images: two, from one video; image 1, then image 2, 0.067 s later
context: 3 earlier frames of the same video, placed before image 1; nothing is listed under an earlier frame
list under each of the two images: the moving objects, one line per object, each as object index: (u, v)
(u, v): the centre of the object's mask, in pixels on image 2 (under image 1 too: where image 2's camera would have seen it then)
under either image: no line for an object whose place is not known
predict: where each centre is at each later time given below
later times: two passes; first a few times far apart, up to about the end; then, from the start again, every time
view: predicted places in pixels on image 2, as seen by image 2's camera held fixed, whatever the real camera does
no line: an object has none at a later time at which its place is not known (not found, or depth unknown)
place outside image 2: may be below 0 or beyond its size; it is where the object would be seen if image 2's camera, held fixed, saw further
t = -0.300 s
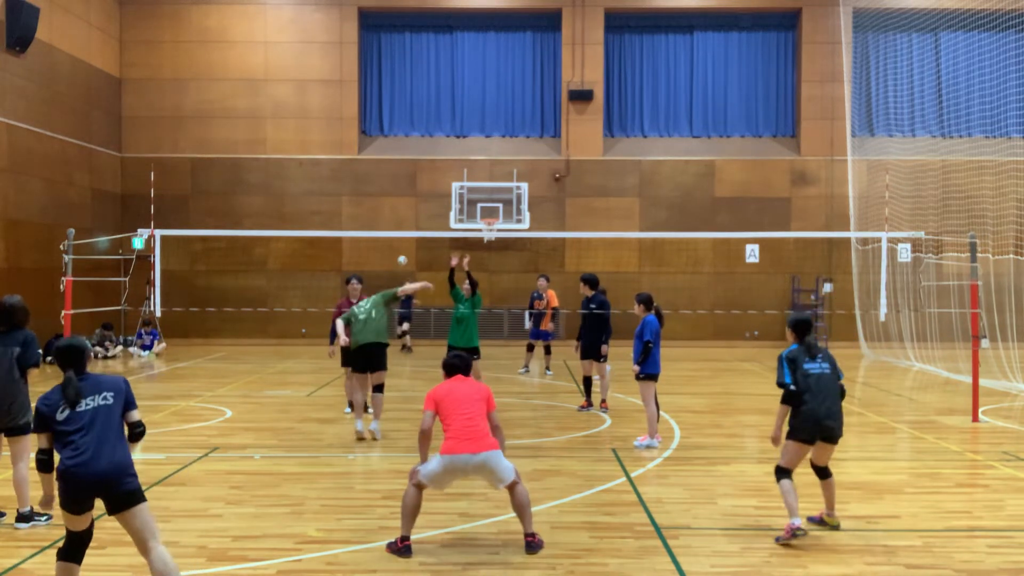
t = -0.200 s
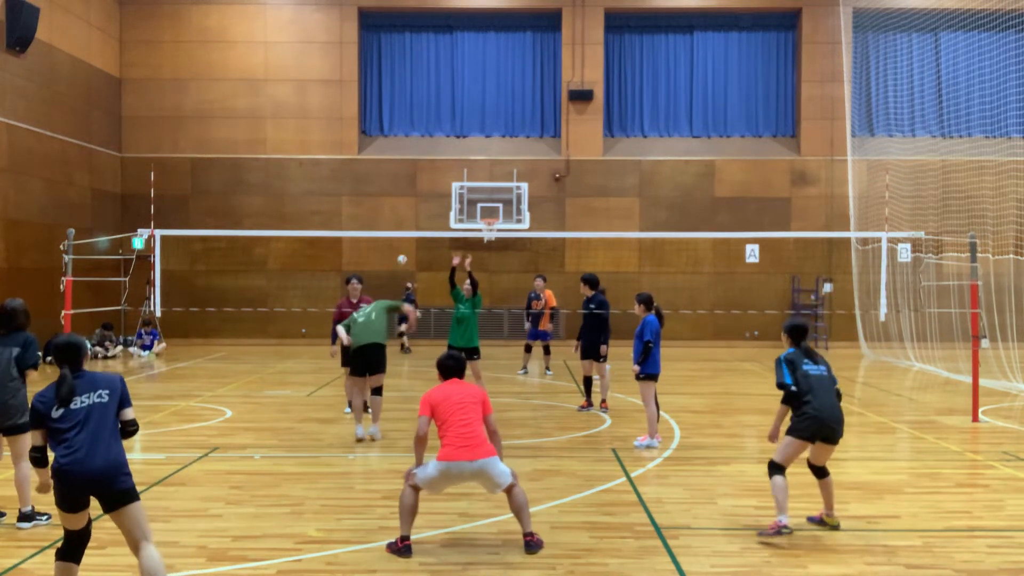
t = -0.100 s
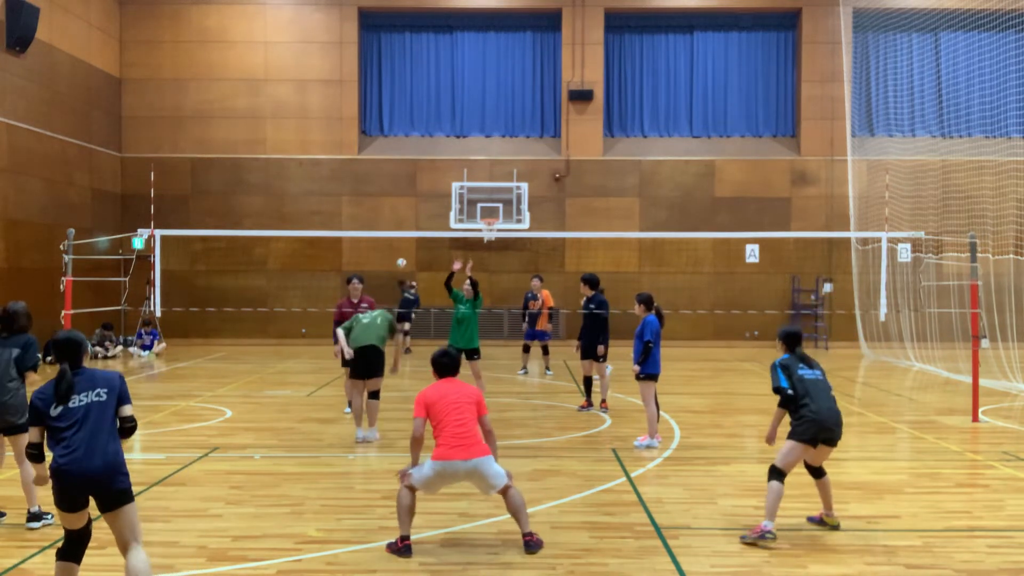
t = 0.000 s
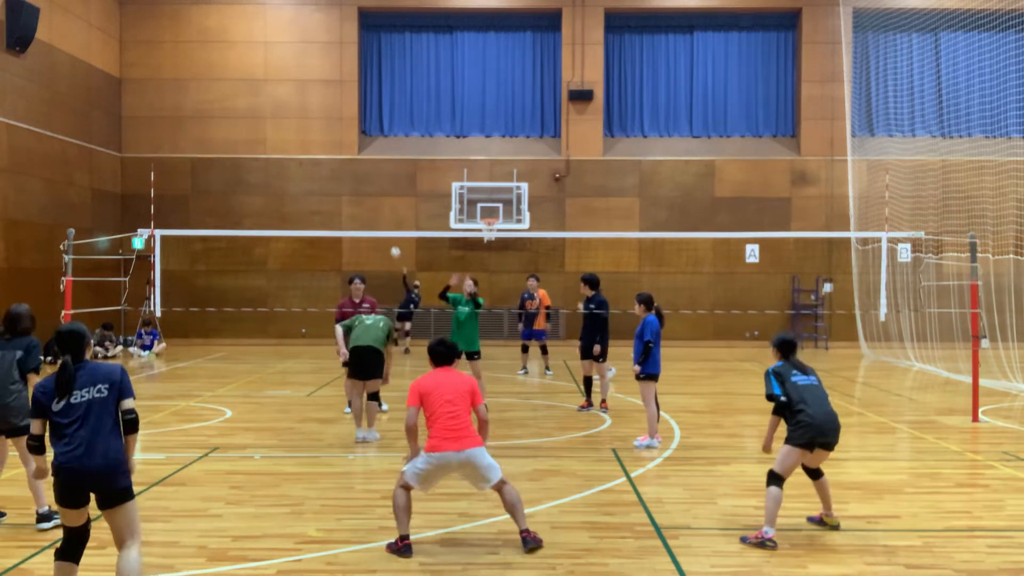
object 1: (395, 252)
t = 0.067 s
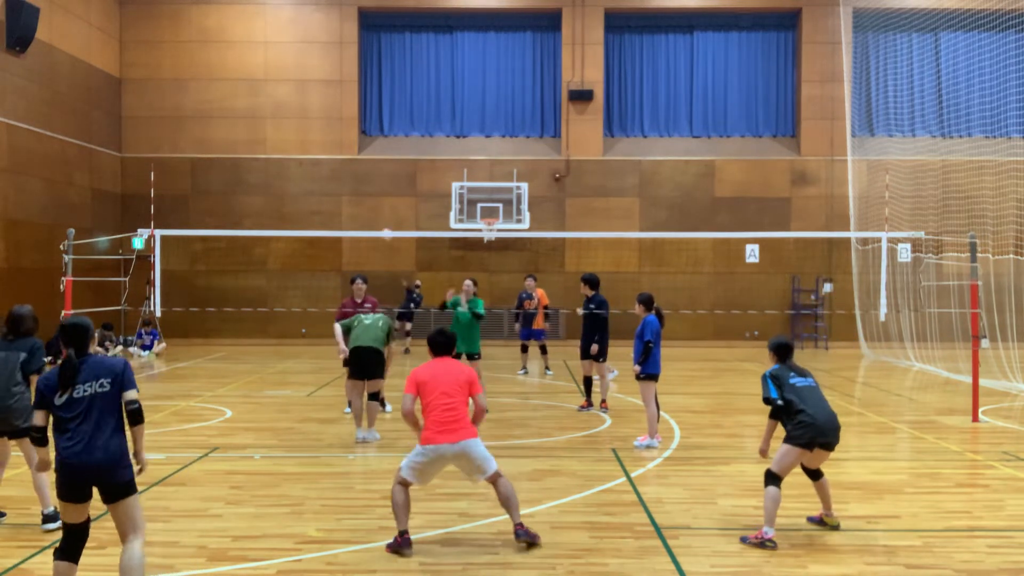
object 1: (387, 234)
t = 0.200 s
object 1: (366, 201)
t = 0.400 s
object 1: (328, 160)
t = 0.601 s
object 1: (275, 139)
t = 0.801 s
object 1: (203, 147)
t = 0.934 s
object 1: (143, 180)
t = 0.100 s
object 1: (382, 225)
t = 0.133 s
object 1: (377, 217)
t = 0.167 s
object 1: (372, 209)
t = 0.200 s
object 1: (366, 201)
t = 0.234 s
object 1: (361, 193)
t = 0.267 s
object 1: (355, 185)
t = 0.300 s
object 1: (348, 179)
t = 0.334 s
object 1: (342, 172)
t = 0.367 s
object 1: (335, 165)
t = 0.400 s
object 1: (328, 160)
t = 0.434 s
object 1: (320, 154)
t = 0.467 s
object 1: (312, 149)
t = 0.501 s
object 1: (303, 146)
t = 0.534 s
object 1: (295, 143)
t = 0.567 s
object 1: (285, 140)
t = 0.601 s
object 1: (275, 139)
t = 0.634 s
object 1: (264, 138)
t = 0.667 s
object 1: (253, 138)
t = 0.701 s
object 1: (242, 139)
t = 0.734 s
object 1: (229, 140)
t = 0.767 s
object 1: (216, 143)
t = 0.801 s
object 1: (203, 147)
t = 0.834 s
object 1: (189, 153)
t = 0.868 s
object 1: (174, 161)
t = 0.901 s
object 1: (160, 170)
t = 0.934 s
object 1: (143, 180)
